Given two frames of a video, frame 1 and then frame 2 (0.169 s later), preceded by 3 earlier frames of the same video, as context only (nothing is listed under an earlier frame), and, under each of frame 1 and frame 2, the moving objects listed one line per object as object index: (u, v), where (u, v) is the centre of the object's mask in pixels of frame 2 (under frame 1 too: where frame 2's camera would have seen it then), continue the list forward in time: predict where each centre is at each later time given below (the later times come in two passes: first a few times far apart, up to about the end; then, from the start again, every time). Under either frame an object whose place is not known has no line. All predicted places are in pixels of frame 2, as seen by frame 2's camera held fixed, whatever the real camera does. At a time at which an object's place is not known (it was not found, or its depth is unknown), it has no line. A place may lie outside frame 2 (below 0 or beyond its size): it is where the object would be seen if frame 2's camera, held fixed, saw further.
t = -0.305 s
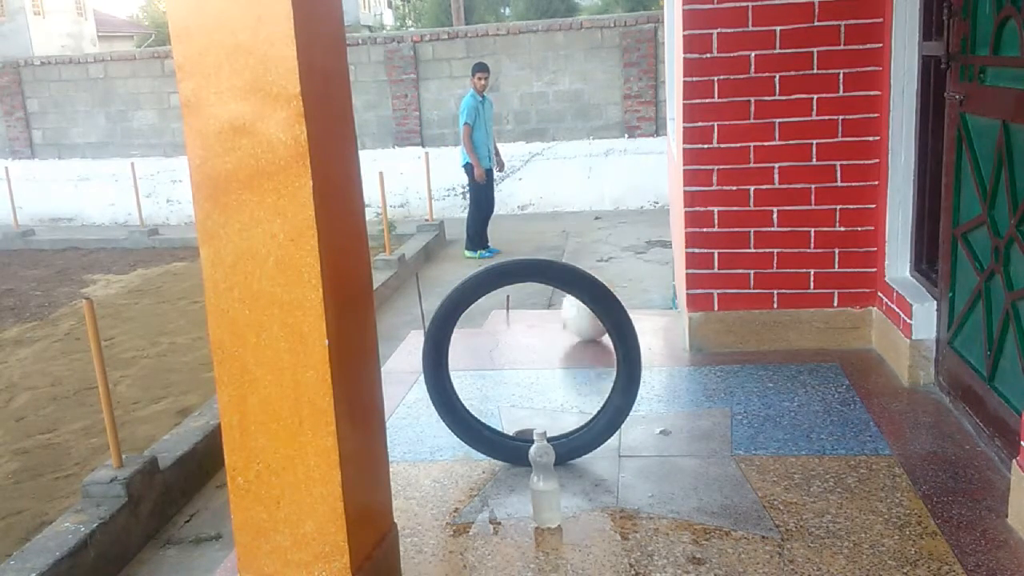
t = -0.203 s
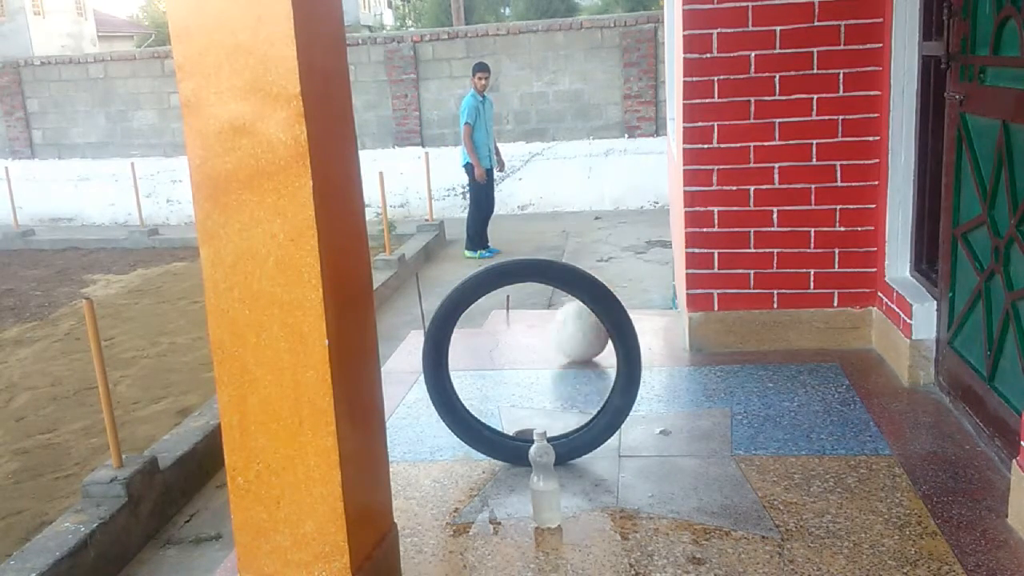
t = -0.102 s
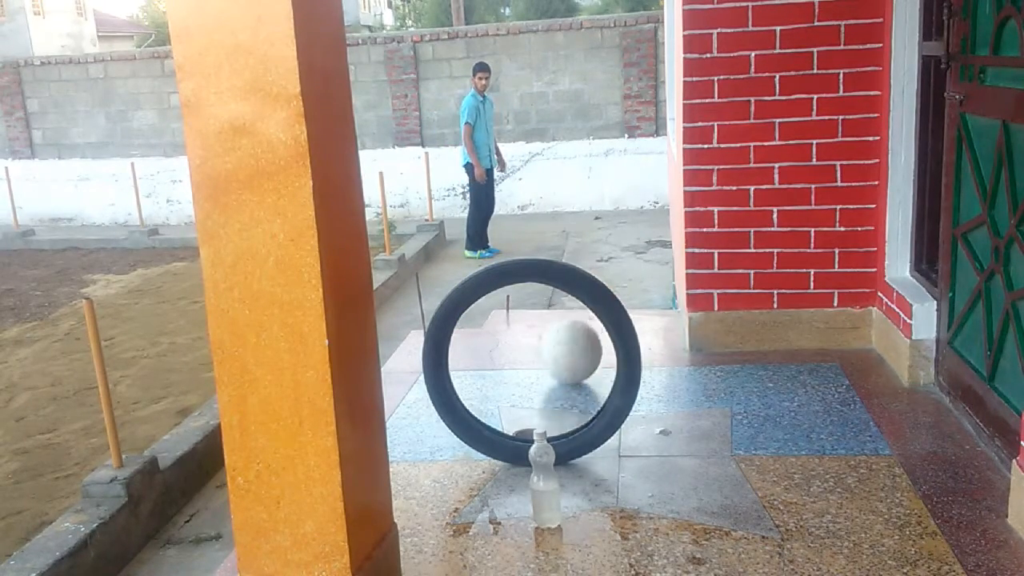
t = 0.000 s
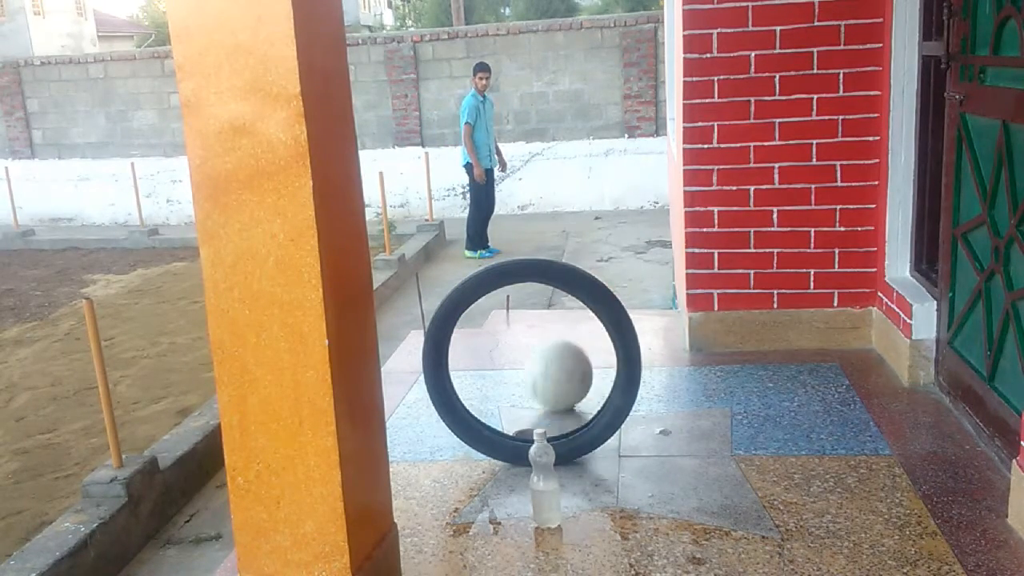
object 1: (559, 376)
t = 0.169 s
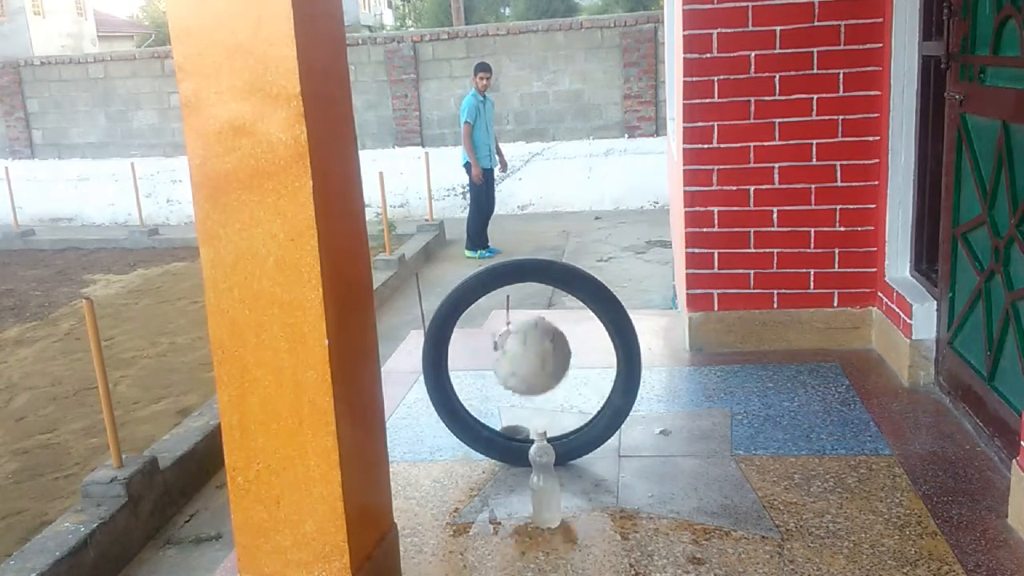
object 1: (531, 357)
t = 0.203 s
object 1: (527, 351)
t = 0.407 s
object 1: (504, 395)
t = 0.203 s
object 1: (527, 351)
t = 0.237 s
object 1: (522, 346)
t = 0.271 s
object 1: (519, 347)
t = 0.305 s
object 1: (515, 352)
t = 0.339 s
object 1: (511, 362)
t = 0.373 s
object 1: (507, 376)
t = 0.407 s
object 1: (504, 395)
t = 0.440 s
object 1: (500, 421)
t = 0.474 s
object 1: (498, 448)
